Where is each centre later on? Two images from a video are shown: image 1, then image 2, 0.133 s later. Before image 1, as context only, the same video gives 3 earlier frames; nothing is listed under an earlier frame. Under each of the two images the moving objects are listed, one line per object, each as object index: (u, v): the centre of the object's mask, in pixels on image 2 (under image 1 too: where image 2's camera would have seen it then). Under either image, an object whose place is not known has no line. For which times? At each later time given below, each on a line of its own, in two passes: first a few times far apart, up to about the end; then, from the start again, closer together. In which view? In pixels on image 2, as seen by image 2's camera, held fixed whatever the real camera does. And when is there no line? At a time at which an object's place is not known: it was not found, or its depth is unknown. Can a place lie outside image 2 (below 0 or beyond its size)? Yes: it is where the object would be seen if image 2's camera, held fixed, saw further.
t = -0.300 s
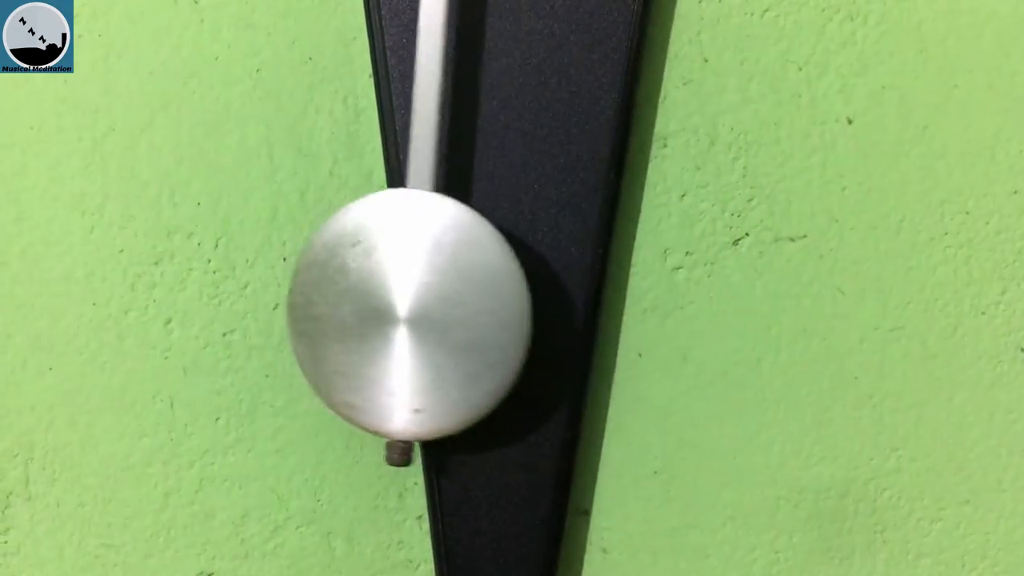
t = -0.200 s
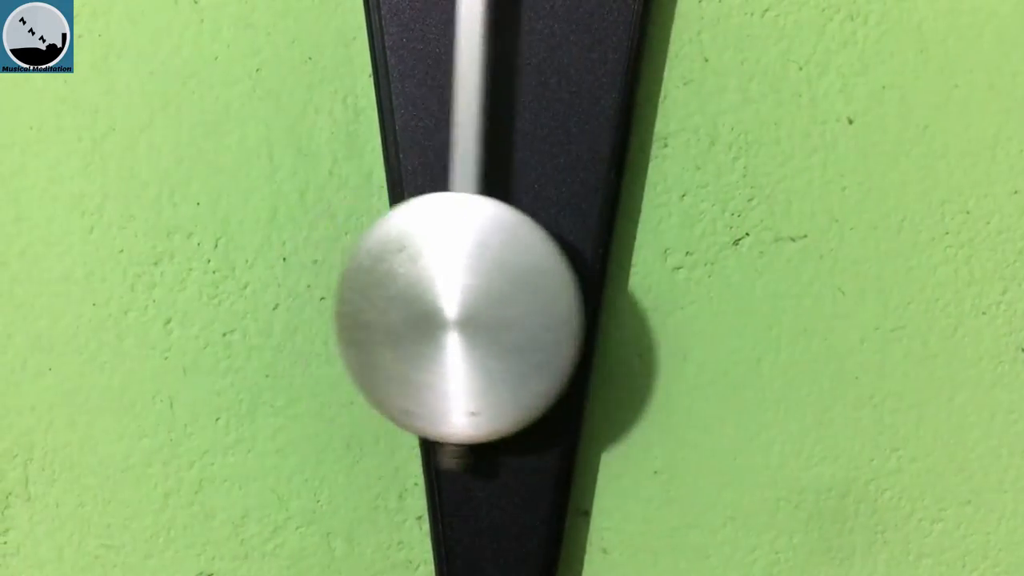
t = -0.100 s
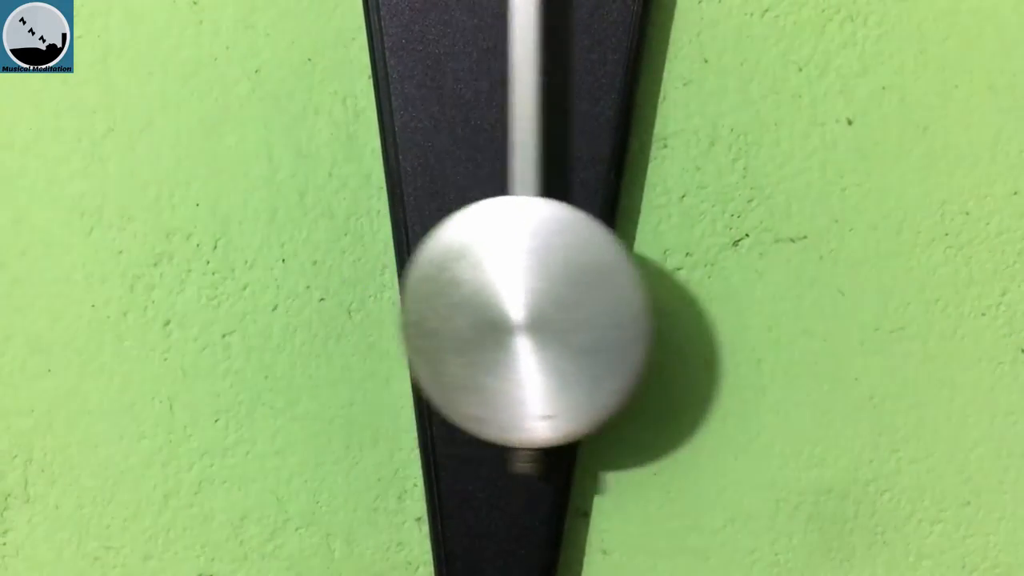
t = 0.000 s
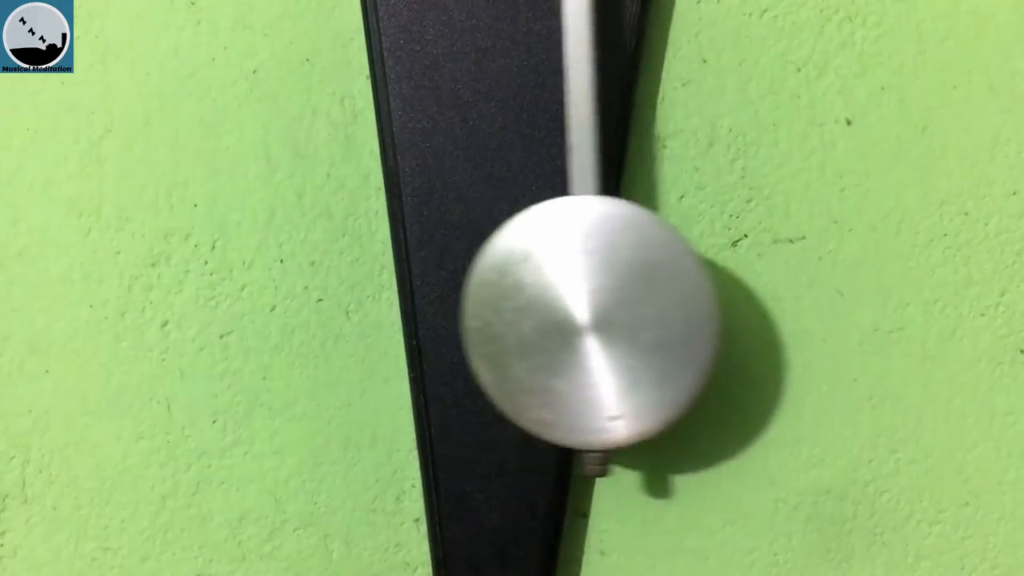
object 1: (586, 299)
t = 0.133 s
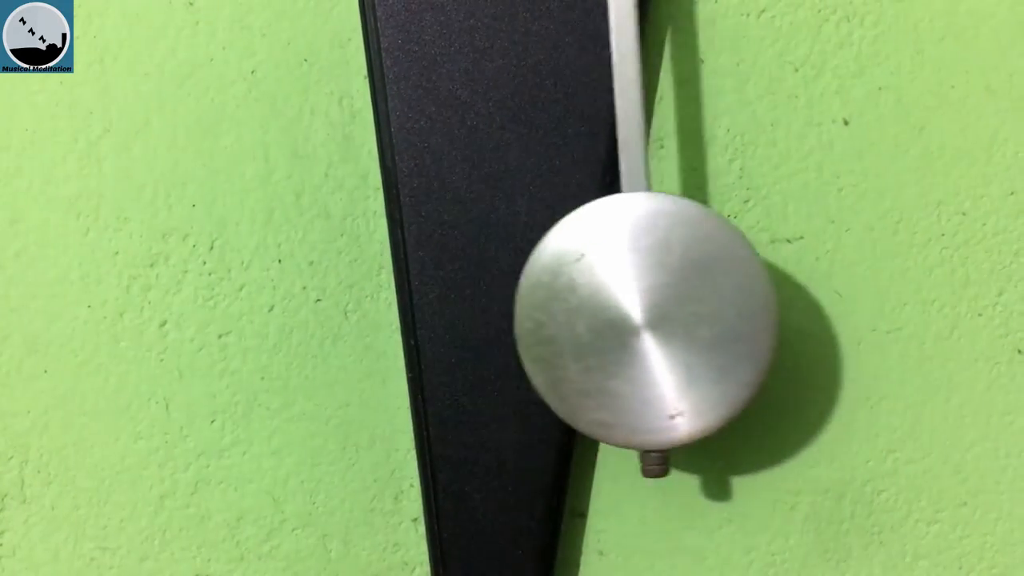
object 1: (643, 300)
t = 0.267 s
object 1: (638, 301)
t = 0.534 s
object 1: (488, 296)
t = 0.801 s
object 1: (399, 293)
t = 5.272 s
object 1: (458, 296)
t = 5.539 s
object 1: (407, 295)
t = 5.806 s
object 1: (548, 299)
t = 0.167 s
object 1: (649, 301)
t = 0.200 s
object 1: (649, 301)
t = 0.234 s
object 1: (646, 301)
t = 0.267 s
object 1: (638, 301)
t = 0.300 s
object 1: (627, 301)
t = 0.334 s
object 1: (612, 300)
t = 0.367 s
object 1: (593, 300)
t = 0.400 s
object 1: (574, 298)
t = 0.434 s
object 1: (552, 299)
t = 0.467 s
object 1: (530, 297)
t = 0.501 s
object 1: (509, 296)
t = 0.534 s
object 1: (488, 296)
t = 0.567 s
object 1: (468, 295)
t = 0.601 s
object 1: (450, 294)
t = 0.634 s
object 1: (433, 293)
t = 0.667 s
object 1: (419, 293)
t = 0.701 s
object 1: (409, 293)
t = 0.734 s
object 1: (401, 293)
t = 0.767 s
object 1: (398, 293)
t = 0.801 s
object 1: (399, 293)
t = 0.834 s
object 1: (403, 295)
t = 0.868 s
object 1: (412, 295)
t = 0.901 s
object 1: (423, 295)
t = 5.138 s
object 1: (542, 298)
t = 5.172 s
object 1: (521, 297)
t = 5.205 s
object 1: (499, 296)
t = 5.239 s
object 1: (478, 297)
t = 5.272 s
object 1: (458, 296)
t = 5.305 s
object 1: (440, 295)
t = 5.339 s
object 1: (425, 295)
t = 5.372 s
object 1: (412, 295)
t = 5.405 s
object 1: (404, 295)
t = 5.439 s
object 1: (399, 295)
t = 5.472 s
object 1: (398, 295)
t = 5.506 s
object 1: (400, 295)
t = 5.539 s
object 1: (407, 295)
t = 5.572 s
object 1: (417, 296)
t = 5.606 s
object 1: (430, 296)
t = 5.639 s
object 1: (446, 297)
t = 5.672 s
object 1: (465, 297)
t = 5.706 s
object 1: (486, 295)
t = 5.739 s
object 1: (507, 296)
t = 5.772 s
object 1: (527, 298)
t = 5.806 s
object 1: (548, 299)
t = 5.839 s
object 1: (568, 298)
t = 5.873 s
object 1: (588, 298)
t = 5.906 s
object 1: (604, 297)
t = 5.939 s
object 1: (618, 298)
